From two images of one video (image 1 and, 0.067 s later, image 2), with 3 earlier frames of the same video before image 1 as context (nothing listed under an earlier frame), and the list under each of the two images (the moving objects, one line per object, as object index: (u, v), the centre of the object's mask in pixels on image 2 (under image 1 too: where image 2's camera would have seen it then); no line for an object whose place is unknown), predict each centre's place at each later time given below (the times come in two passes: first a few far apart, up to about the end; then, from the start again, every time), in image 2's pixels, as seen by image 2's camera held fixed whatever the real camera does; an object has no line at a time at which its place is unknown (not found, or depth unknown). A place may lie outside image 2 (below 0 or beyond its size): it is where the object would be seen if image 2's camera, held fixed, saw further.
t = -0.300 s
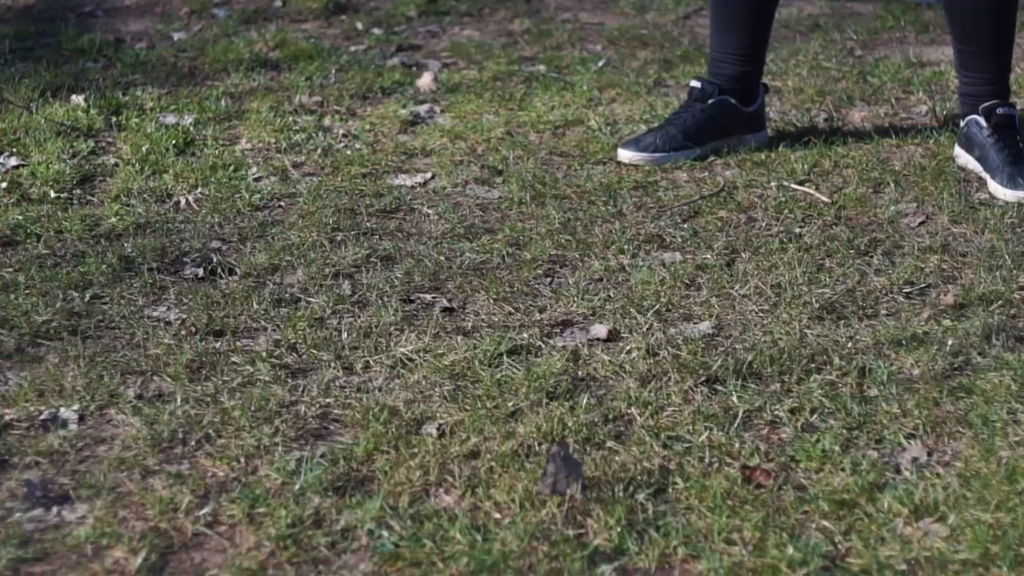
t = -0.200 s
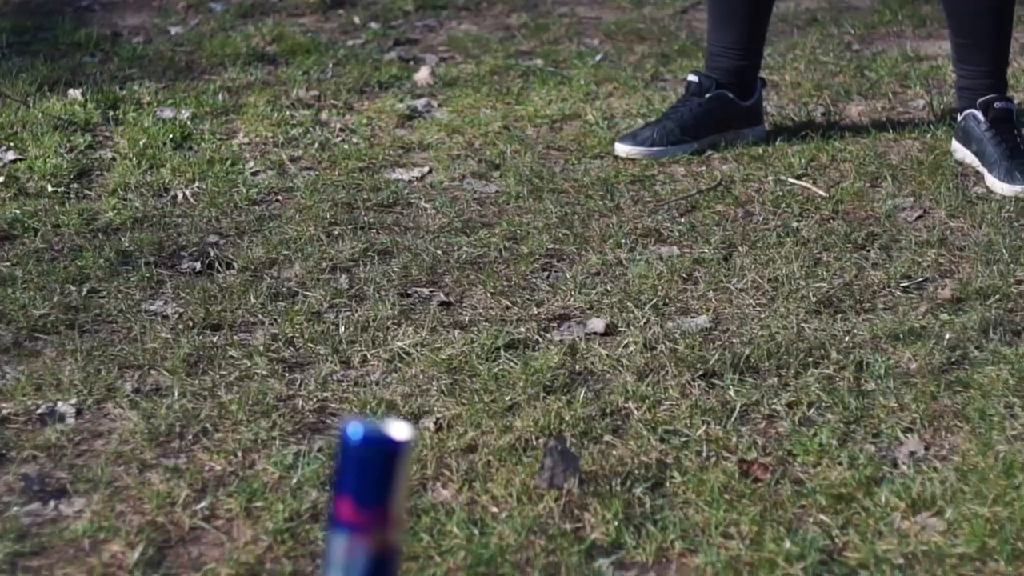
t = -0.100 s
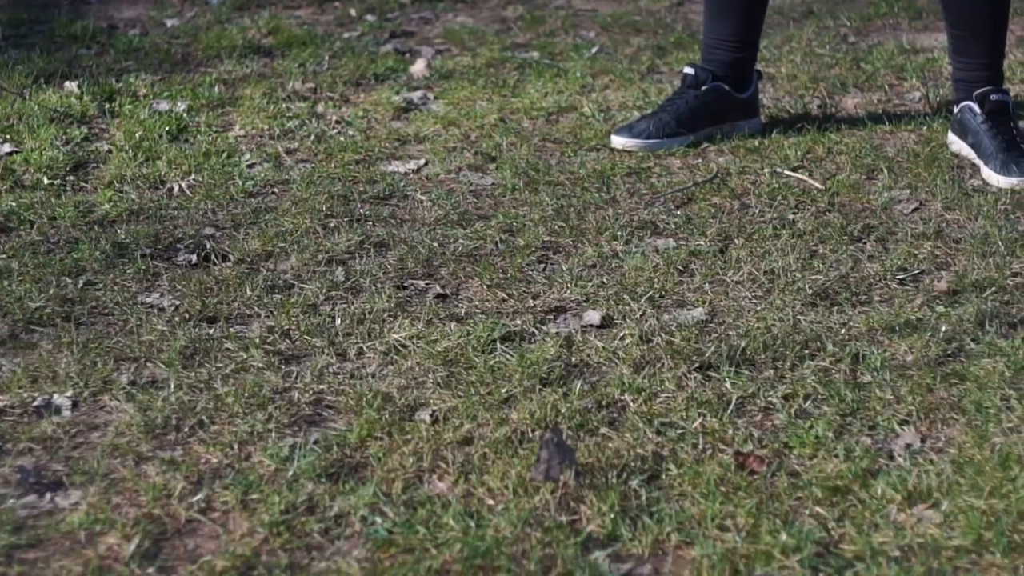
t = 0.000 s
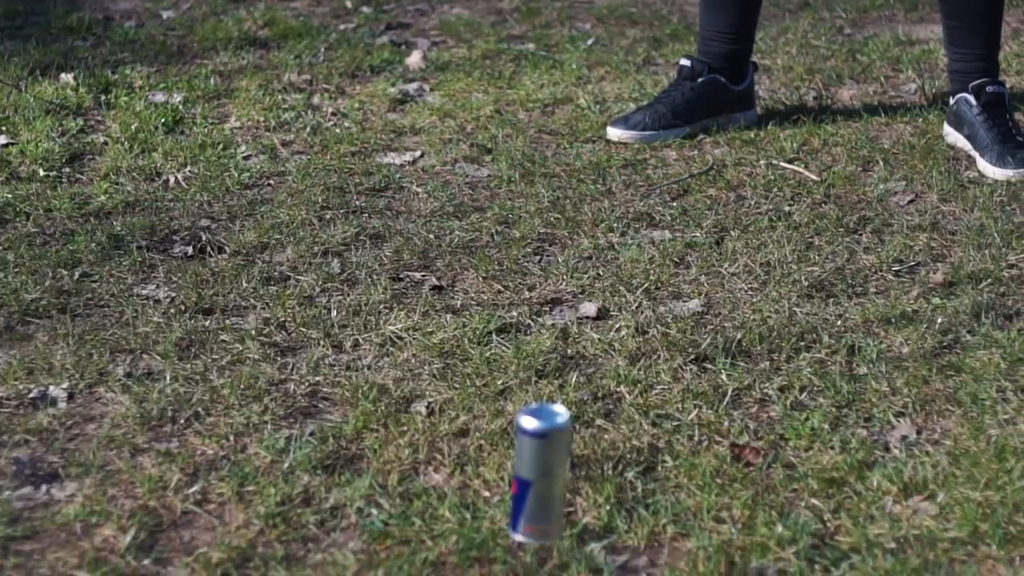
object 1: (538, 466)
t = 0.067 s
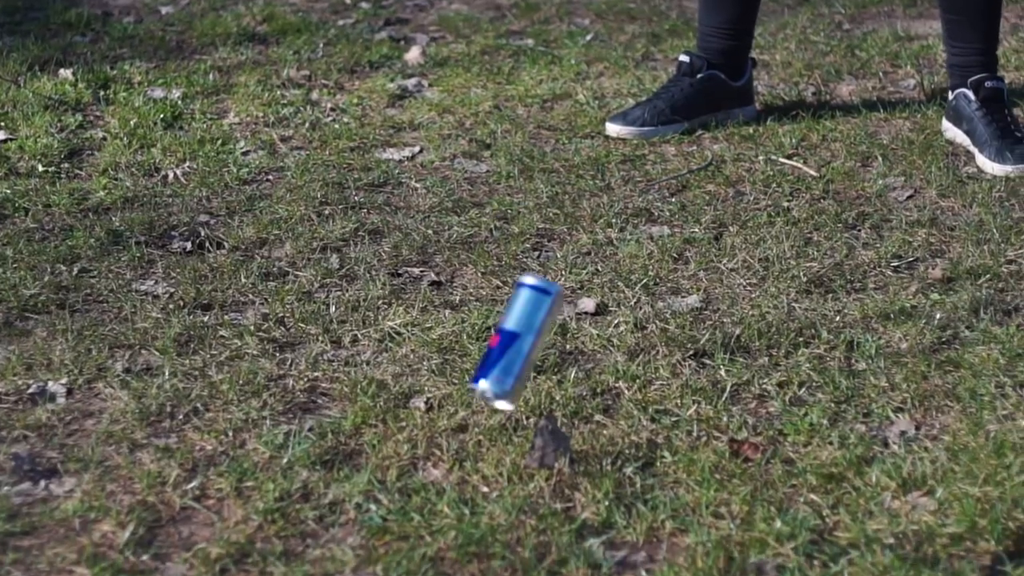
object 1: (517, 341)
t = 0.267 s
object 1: (453, 217)
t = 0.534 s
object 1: (334, 269)
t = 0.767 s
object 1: (229, 226)
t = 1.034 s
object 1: (172, 202)
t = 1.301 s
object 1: (160, 203)
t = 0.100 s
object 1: (507, 295)
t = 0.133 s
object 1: (490, 245)
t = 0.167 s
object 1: (478, 224)
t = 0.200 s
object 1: (470, 211)
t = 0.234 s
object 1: (461, 210)
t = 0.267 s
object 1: (453, 217)
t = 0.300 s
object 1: (440, 243)
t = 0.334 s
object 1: (431, 271)
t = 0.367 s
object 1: (423, 305)
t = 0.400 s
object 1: (414, 318)
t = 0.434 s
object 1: (397, 300)
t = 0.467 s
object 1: (371, 285)
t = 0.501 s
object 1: (354, 279)
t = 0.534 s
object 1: (334, 269)
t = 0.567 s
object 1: (318, 261)
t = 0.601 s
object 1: (302, 254)
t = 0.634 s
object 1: (278, 246)
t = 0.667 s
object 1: (266, 236)
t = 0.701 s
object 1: (254, 232)
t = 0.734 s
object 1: (243, 231)
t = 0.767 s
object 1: (229, 226)
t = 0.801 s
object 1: (211, 222)
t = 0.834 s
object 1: (202, 220)
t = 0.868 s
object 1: (194, 216)
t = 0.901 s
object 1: (187, 211)
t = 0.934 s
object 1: (184, 210)
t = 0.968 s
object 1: (179, 207)
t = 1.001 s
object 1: (176, 203)
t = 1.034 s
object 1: (172, 202)
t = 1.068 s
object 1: (171, 202)
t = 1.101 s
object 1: (169, 203)
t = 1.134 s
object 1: (165, 202)
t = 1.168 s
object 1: (164, 202)
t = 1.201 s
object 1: (162, 201)
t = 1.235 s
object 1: (161, 202)
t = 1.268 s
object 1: (162, 202)
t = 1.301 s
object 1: (160, 203)
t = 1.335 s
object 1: (159, 202)
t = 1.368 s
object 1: (159, 203)
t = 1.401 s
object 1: (159, 203)
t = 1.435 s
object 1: (158, 203)
